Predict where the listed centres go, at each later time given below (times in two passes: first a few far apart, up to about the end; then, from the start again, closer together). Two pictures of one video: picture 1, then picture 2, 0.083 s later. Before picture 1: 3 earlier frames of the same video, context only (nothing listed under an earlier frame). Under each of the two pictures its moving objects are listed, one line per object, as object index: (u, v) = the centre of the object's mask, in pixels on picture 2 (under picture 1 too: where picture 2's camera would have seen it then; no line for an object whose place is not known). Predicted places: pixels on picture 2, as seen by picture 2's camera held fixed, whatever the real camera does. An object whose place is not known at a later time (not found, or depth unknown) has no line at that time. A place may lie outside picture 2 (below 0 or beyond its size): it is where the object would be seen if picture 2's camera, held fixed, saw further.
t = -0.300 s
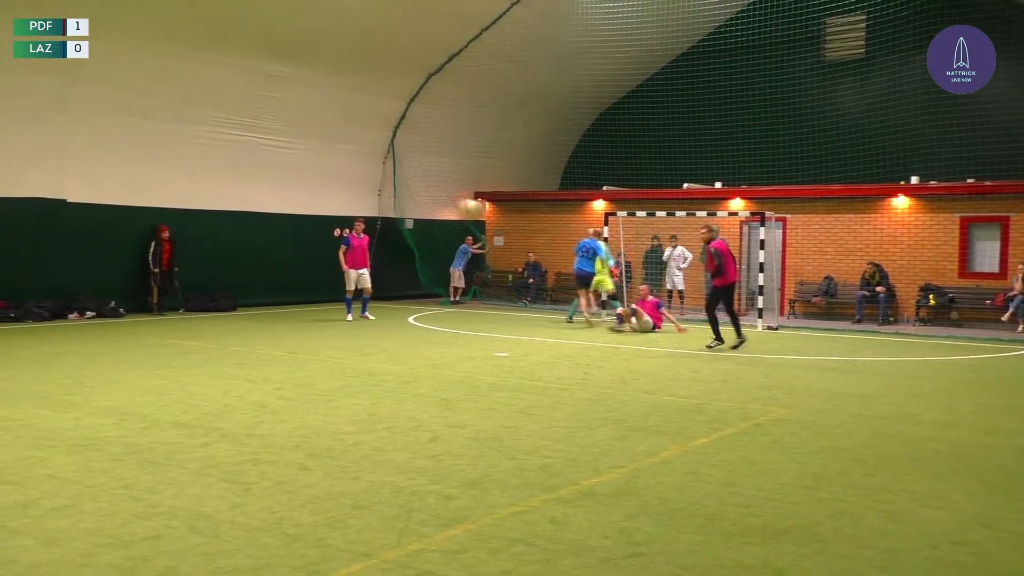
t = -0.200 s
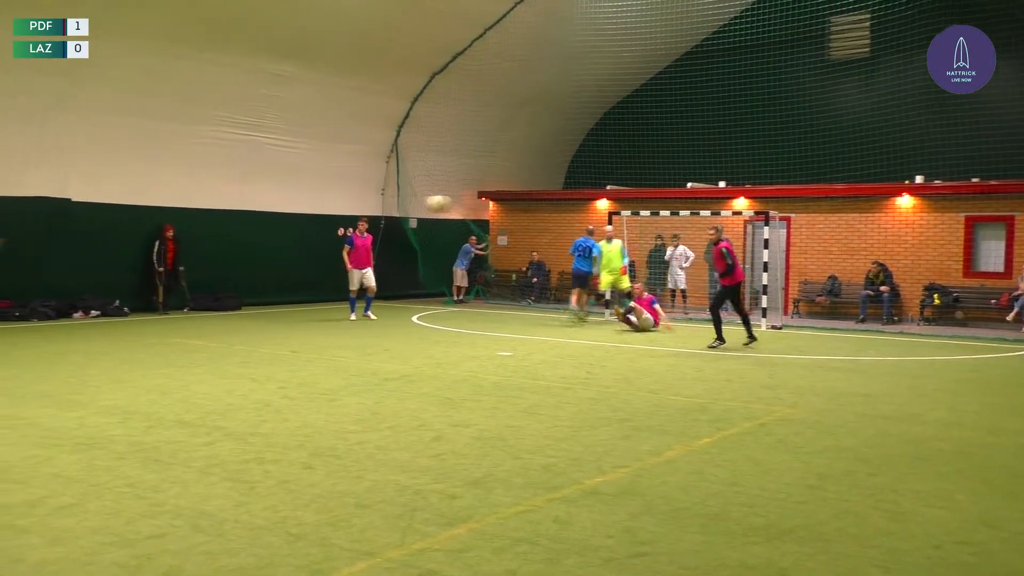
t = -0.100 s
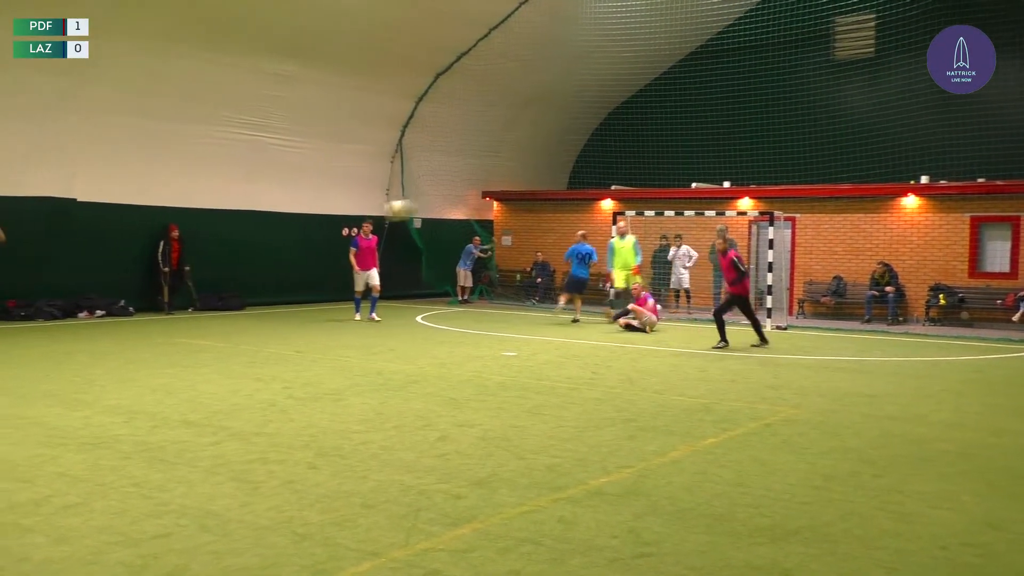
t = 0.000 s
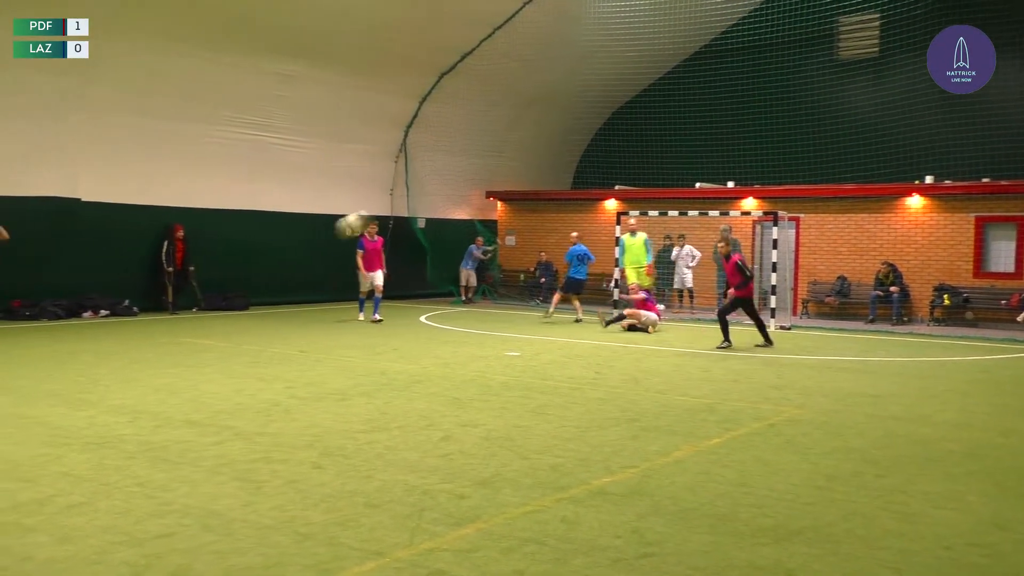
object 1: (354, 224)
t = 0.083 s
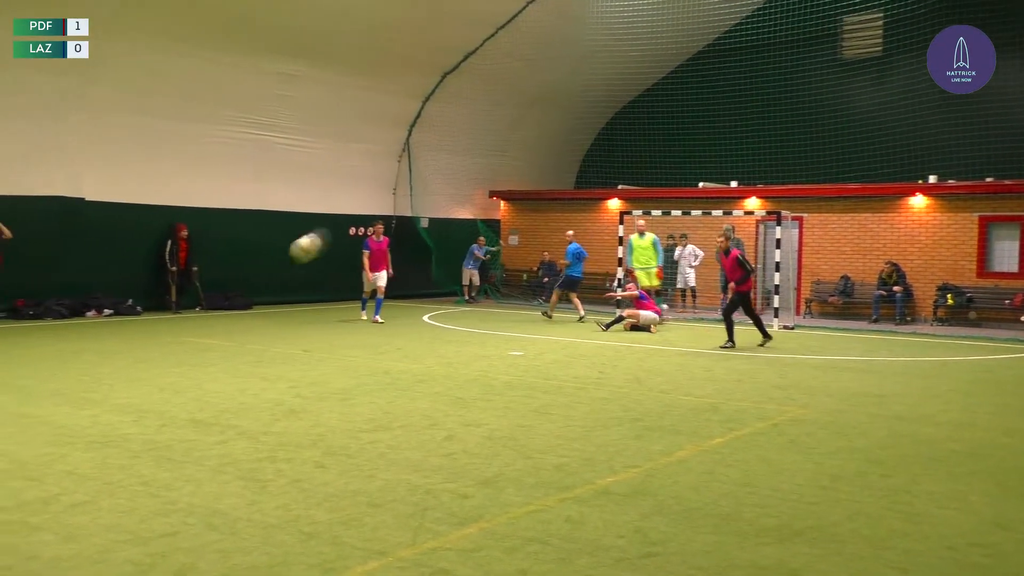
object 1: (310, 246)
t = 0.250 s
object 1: (190, 318)
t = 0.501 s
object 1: (-14, 420)
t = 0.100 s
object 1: (299, 252)
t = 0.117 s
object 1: (287, 257)
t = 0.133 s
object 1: (275, 265)
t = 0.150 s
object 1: (265, 272)
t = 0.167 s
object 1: (252, 280)
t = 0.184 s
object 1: (243, 285)
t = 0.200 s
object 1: (231, 293)
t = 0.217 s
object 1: (222, 298)
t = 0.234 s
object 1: (206, 308)
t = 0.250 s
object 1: (190, 318)
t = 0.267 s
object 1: (175, 333)
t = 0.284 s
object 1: (162, 344)
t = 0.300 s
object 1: (148, 356)
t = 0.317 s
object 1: (128, 372)
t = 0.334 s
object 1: (117, 380)
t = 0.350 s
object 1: (98, 398)
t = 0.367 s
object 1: (75, 416)
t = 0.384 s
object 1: (57, 431)
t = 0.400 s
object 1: (41, 449)
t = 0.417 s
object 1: (26, 456)
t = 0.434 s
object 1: (16, 455)
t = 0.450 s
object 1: (9, 446)
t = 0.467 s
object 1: (-1, 436)
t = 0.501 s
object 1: (-14, 420)
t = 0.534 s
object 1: (-21, 405)
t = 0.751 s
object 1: (-126, 353)
